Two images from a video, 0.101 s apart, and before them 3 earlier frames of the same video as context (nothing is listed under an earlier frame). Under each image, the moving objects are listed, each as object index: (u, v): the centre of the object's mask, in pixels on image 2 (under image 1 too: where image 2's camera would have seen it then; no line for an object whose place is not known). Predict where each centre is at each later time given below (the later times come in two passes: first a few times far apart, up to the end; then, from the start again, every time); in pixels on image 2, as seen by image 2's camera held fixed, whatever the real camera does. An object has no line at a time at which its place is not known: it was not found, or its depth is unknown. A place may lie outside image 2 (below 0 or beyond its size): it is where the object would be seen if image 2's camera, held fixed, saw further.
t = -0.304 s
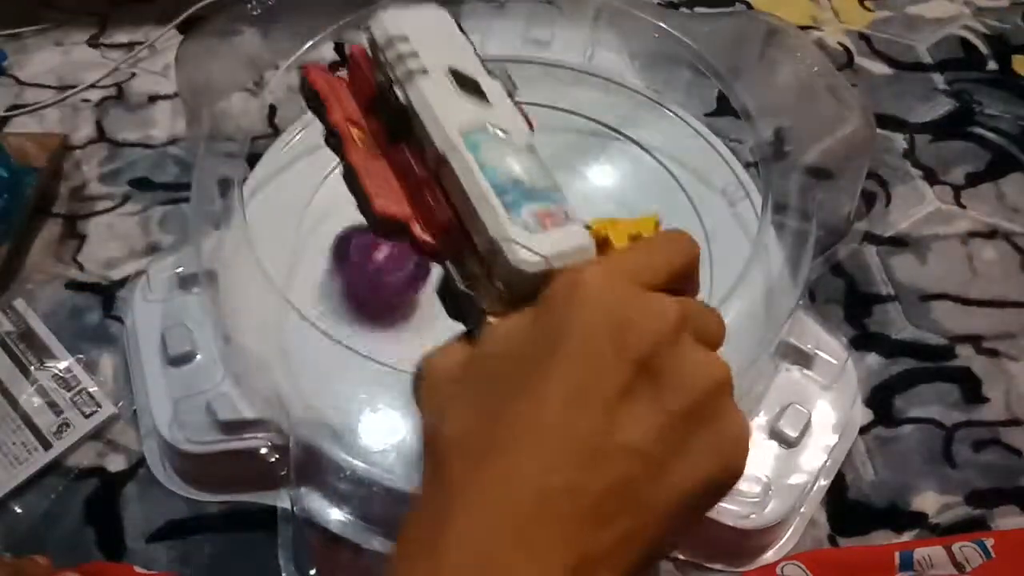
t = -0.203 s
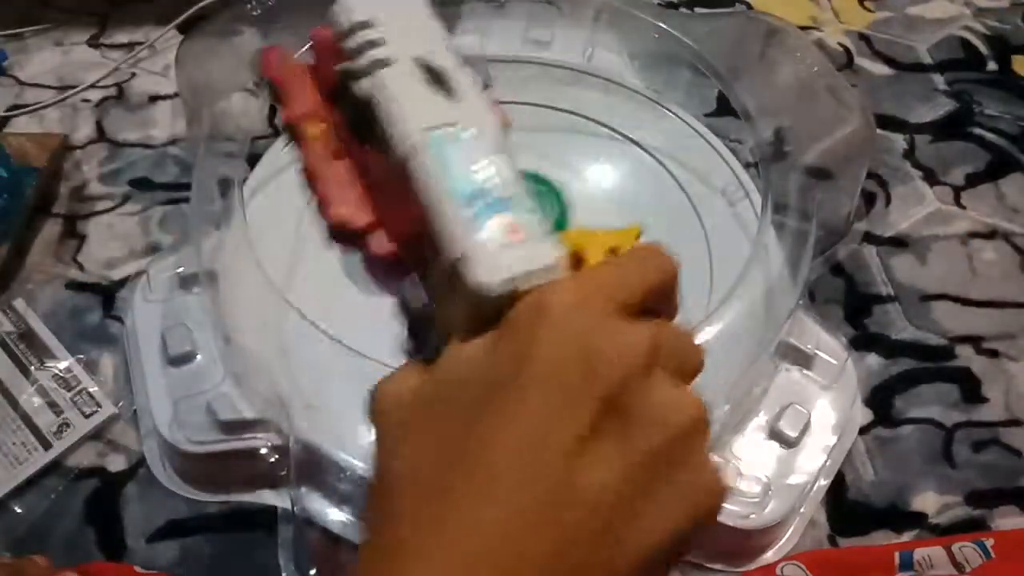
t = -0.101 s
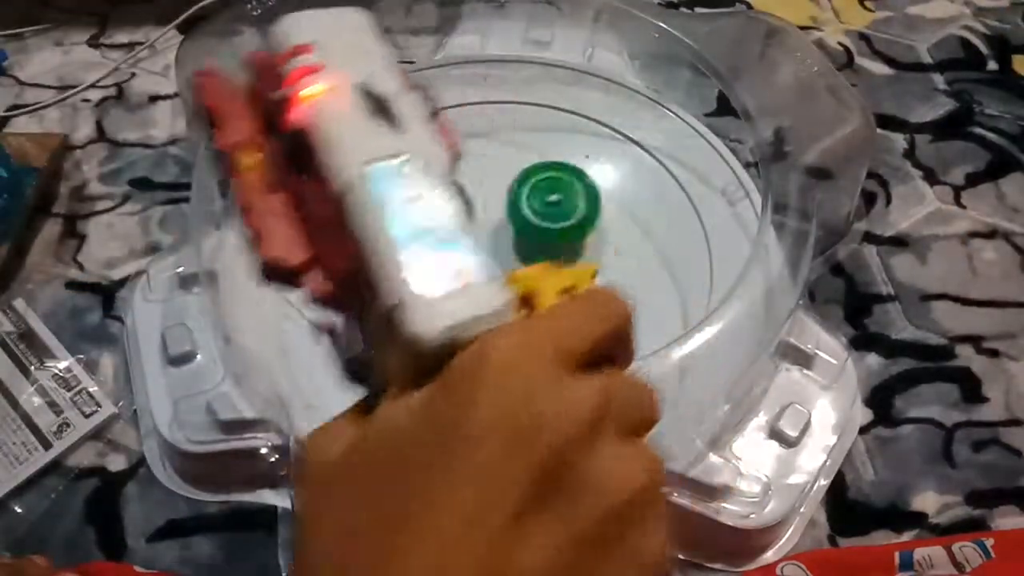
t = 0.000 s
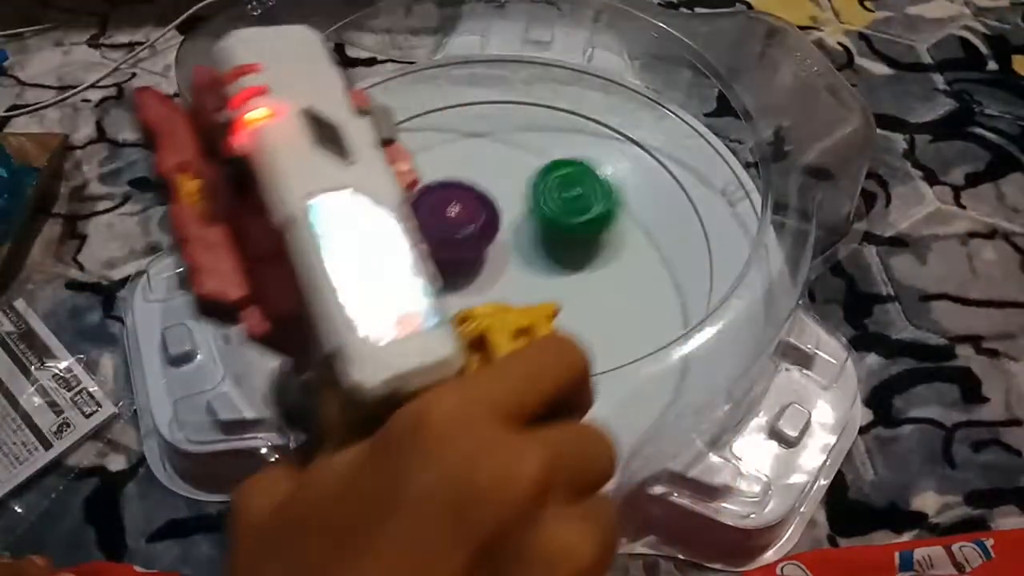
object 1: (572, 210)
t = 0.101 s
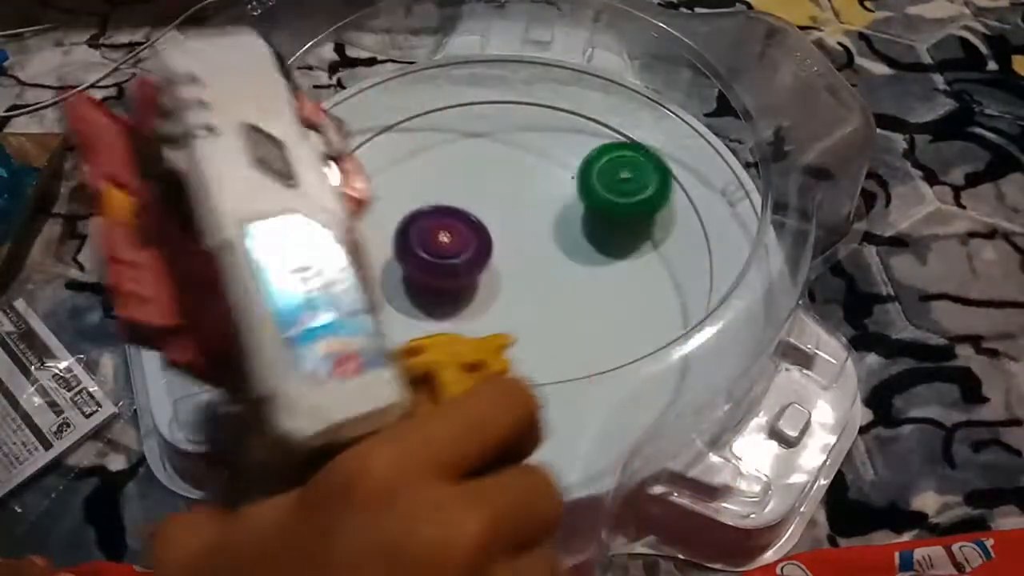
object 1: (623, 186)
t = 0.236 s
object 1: (621, 202)
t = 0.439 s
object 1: (572, 225)
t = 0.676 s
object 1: (538, 221)
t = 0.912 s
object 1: (528, 221)
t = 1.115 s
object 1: (523, 215)
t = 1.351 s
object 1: (516, 211)
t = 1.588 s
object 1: (503, 211)
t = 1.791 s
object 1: (489, 217)
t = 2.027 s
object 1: (475, 225)
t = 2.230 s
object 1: (466, 233)
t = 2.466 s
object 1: (464, 250)
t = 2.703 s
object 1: (472, 265)
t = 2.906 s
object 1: (487, 267)
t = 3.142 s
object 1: (505, 271)
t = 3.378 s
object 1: (522, 272)
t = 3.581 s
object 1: (523, 279)
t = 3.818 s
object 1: (515, 268)
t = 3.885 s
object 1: (514, 269)
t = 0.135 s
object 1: (628, 186)
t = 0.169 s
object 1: (629, 190)
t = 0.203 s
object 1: (626, 196)
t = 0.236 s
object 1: (621, 202)
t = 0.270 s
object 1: (614, 208)
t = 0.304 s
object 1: (605, 215)
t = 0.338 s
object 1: (595, 222)
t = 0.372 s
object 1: (583, 237)
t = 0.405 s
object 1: (575, 230)
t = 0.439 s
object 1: (572, 225)
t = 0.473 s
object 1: (568, 222)
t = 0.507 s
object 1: (562, 221)
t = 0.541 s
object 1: (555, 222)
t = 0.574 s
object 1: (549, 224)
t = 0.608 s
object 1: (543, 228)
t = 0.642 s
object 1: (539, 228)
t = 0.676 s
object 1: (538, 221)
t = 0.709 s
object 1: (537, 215)
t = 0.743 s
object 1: (535, 212)
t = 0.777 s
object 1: (534, 212)
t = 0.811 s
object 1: (532, 213)
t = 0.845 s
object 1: (530, 214)
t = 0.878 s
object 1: (529, 216)
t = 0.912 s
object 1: (528, 221)
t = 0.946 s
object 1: (528, 222)
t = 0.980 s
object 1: (527, 222)
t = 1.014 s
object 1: (527, 217)
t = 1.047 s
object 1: (526, 216)
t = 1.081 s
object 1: (524, 213)
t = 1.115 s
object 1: (523, 215)
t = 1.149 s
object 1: (522, 214)
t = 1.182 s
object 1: (521, 214)
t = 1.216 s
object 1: (520, 214)
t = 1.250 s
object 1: (519, 213)
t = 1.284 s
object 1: (517, 213)
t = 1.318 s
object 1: (517, 212)
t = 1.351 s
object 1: (516, 211)
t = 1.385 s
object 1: (515, 211)
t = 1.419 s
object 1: (512, 211)
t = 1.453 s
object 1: (511, 211)
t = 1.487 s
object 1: (509, 210)
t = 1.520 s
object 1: (508, 210)
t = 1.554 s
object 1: (505, 210)
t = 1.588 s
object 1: (503, 211)
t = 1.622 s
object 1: (500, 212)
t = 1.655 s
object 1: (497, 213)
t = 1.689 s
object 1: (495, 214)
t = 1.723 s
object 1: (493, 215)
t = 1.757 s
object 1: (490, 216)
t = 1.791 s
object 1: (489, 217)
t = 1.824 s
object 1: (487, 218)
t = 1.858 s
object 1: (485, 219)
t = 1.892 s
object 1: (483, 220)
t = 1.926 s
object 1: (481, 221)
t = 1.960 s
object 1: (479, 222)
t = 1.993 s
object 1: (477, 224)
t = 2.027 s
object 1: (475, 225)
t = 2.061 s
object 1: (474, 226)
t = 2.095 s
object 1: (472, 227)
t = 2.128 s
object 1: (471, 228)
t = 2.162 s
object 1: (470, 230)
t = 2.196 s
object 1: (468, 232)
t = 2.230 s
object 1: (466, 233)
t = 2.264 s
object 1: (466, 235)
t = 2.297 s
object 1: (465, 237)
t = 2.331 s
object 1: (464, 242)
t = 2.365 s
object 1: (464, 244)
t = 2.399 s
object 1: (464, 246)
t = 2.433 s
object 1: (464, 247)
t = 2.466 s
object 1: (464, 250)
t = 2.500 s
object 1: (464, 252)
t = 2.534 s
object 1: (464, 254)
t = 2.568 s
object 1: (465, 257)
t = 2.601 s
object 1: (465, 259)
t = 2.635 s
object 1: (468, 261)
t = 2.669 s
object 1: (470, 263)
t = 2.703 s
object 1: (472, 265)
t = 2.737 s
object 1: (474, 263)
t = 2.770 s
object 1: (477, 266)
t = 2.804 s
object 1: (479, 267)
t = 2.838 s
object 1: (482, 267)
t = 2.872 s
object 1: (484, 267)
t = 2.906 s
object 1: (487, 267)
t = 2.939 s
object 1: (490, 267)
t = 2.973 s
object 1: (493, 268)
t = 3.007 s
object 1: (496, 269)
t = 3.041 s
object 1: (498, 269)
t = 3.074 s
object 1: (500, 268)
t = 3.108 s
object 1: (503, 267)
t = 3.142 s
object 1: (505, 271)
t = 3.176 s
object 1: (508, 268)
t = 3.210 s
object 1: (510, 267)
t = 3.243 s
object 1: (513, 268)
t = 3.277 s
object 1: (516, 271)
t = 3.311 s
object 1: (518, 272)
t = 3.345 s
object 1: (520, 271)
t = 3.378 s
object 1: (522, 272)
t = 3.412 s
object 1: (524, 269)
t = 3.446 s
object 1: (524, 272)
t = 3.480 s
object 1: (525, 273)
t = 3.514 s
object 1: (525, 280)
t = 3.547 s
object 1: (525, 274)
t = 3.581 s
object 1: (523, 279)
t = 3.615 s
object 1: (522, 272)
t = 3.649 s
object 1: (519, 271)
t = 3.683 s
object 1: (517, 272)
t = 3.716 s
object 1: (515, 272)
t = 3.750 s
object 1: (513, 271)
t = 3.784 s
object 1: (512, 272)
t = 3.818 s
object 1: (515, 268)
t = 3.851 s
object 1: (515, 268)
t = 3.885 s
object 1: (514, 269)
